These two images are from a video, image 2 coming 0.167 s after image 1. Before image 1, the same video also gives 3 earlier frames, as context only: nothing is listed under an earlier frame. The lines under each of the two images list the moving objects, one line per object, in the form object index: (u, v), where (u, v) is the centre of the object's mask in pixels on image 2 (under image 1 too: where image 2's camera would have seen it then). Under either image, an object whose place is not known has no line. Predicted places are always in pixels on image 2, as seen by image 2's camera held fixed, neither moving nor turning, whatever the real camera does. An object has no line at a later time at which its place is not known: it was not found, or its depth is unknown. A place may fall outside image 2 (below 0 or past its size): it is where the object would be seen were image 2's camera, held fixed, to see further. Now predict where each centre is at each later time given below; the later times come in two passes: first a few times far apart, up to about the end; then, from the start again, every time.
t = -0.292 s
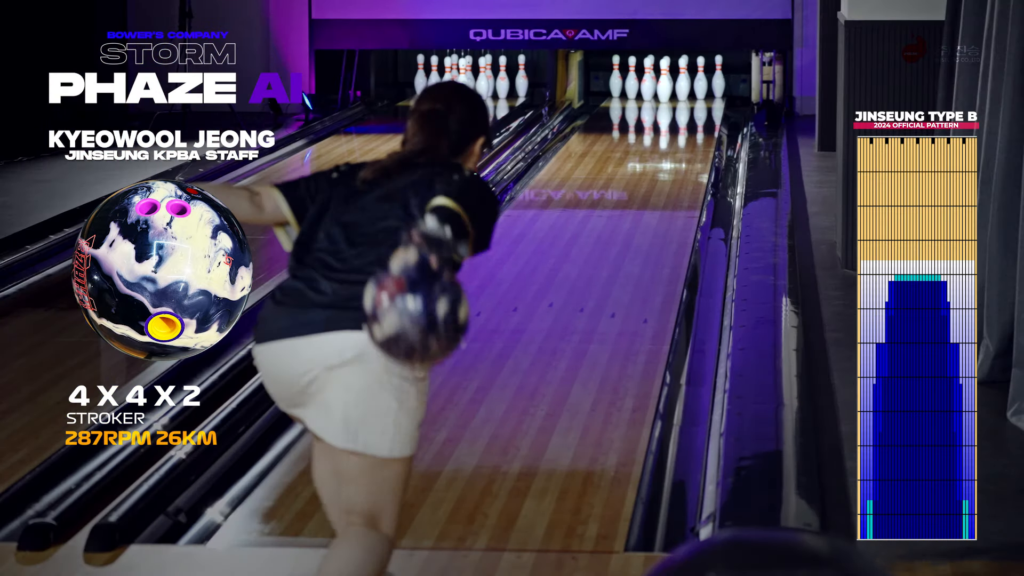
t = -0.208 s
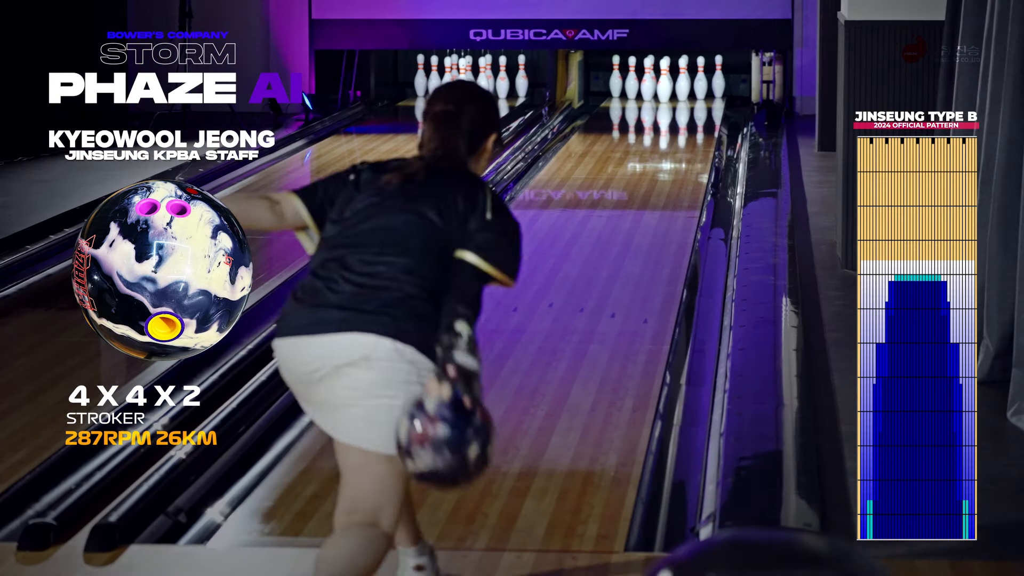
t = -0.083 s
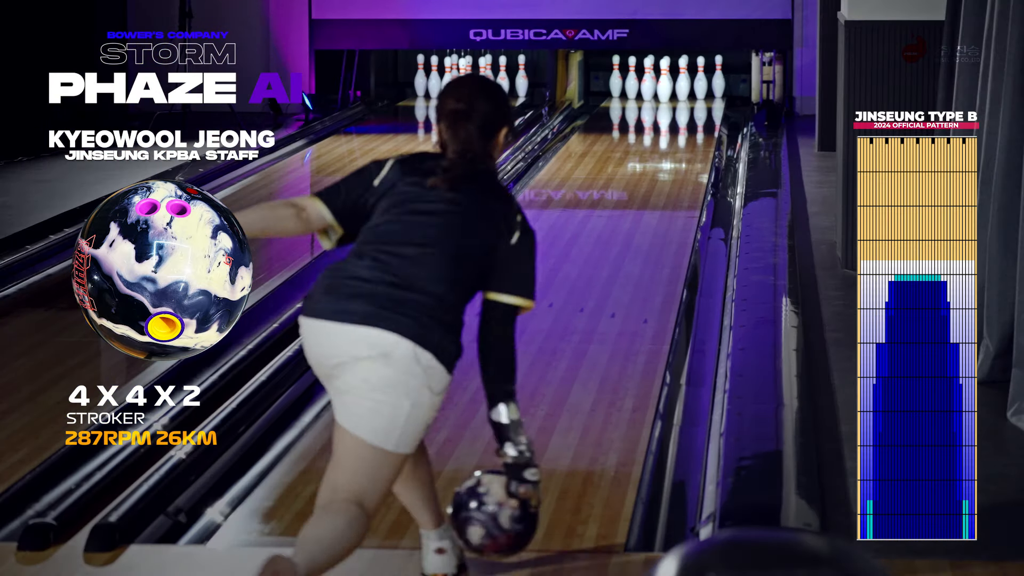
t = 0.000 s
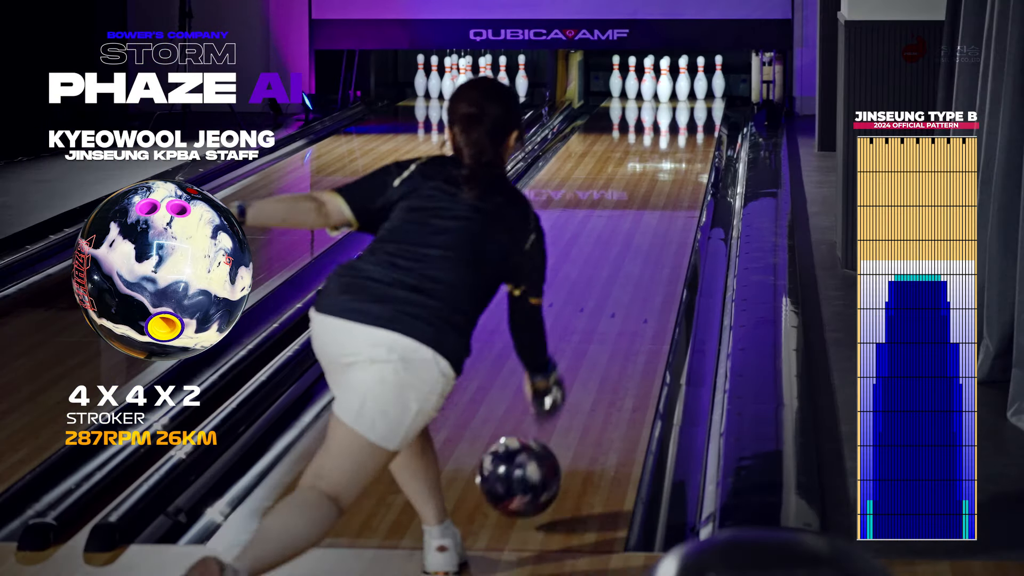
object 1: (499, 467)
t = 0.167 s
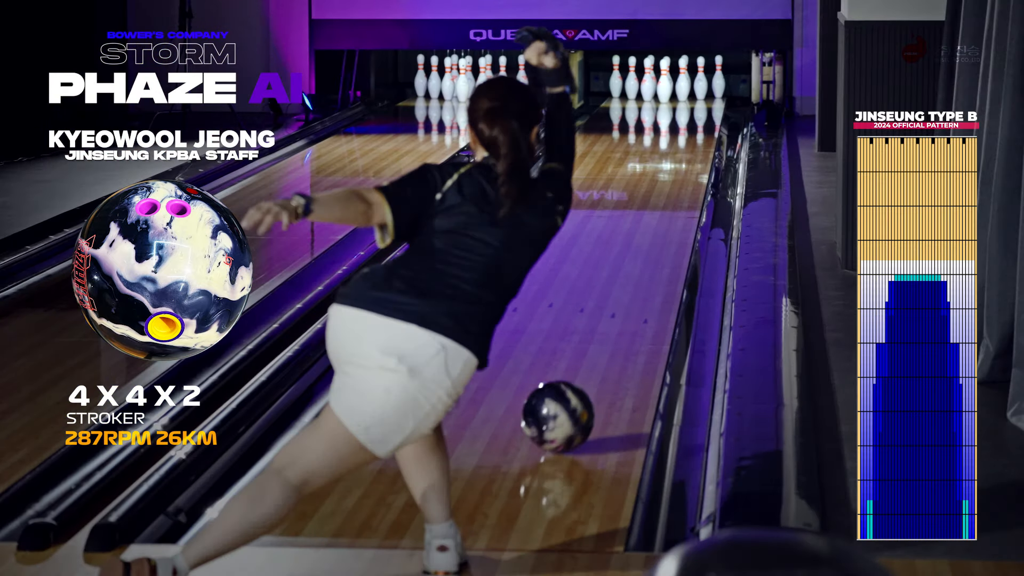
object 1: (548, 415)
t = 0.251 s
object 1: (558, 380)
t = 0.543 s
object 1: (602, 306)
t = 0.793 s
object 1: (639, 254)
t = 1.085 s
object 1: (660, 210)
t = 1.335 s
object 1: (673, 181)
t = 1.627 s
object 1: (684, 154)
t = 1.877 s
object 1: (689, 135)
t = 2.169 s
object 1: (690, 118)
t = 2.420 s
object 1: (684, 106)
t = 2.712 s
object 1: (672, 94)
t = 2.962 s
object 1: (666, 87)
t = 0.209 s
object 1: (551, 397)
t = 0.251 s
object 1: (558, 380)
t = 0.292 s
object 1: (563, 364)
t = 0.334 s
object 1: (574, 348)
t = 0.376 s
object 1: (578, 341)
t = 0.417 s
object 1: (588, 333)
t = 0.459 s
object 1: (597, 321)
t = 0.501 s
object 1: (598, 310)
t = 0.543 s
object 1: (602, 306)
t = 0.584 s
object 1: (610, 287)
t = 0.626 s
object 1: (624, 286)
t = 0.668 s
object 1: (628, 277)
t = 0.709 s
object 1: (632, 269)
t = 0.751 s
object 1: (636, 261)
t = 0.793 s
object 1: (639, 254)
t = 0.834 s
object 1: (643, 247)
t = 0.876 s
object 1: (646, 240)
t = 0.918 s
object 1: (649, 233)
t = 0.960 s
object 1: (652, 227)
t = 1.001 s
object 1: (655, 221)
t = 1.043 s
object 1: (658, 216)
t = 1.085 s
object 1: (660, 210)
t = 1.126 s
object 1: (663, 204)
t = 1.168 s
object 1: (665, 199)
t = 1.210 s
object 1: (667, 195)
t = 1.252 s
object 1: (669, 190)
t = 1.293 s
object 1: (671, 185)
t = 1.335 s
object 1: (673, 181)
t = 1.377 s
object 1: (675, 176)
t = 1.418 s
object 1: (676, 173)
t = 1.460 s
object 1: (678, 169)
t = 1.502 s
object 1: (680, 165)
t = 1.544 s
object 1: (681, 161)
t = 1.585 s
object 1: (682, 157)
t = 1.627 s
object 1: (684, 154)
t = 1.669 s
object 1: (685, 151)
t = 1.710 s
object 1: (686, 147)
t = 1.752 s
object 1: (687, 144)
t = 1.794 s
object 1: (688, 141)
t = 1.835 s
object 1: (689, 138)
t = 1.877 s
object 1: (689, 135)
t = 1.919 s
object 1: (690, 132)
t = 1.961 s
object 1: (690, 130)
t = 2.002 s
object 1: (691, 127)
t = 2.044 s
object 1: (691, 125)
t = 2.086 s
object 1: (691, 122)
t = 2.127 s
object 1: (690, 120)
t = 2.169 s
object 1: (690, 118)
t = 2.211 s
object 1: (690, 116)
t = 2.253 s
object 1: (688, 113)
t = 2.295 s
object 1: (687, 111)
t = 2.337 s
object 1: (686, 109)
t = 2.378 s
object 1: (685, 108)
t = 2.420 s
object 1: (684, 106)
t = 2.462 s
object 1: (682, 104)
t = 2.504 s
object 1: (680, 102)
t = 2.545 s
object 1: (679, 100)
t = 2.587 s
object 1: (677, 99)
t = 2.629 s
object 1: (676, 97)
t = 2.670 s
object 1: (674, 96)
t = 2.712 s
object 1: (672, 94)
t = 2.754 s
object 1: (670, 93)
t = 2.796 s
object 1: (670, 91)
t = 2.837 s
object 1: (670, 91)
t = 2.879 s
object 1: (668, 90)
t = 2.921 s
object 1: (667, 89)
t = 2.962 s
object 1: (666, 87)
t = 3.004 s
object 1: (664, 87)
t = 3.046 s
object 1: (663, 86)
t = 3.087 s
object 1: (660, 86)
